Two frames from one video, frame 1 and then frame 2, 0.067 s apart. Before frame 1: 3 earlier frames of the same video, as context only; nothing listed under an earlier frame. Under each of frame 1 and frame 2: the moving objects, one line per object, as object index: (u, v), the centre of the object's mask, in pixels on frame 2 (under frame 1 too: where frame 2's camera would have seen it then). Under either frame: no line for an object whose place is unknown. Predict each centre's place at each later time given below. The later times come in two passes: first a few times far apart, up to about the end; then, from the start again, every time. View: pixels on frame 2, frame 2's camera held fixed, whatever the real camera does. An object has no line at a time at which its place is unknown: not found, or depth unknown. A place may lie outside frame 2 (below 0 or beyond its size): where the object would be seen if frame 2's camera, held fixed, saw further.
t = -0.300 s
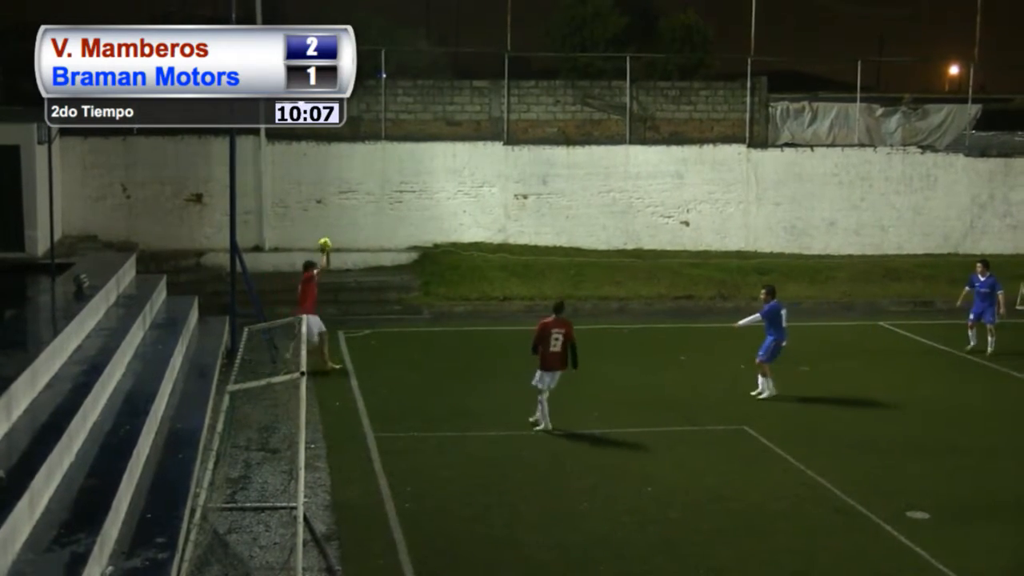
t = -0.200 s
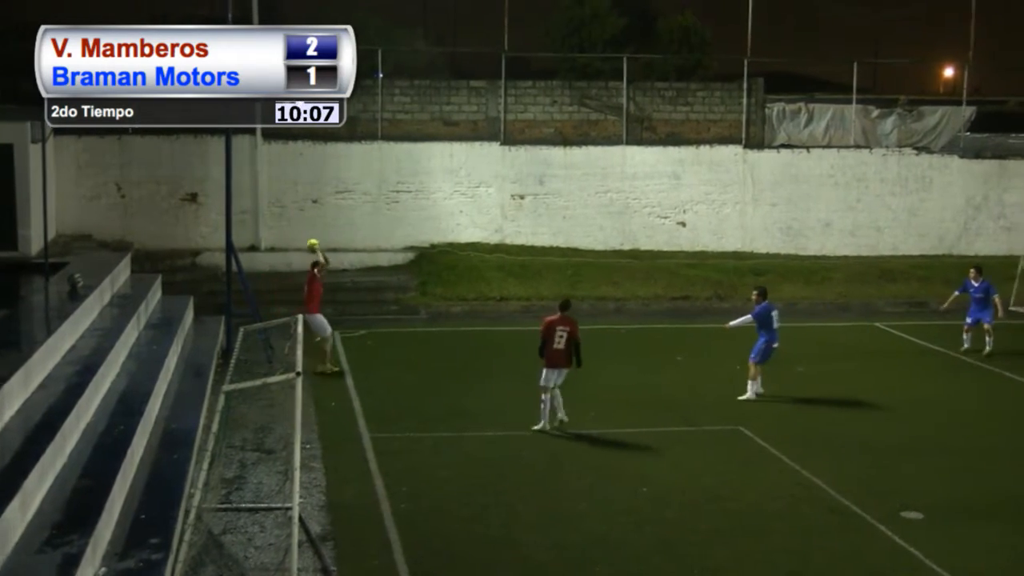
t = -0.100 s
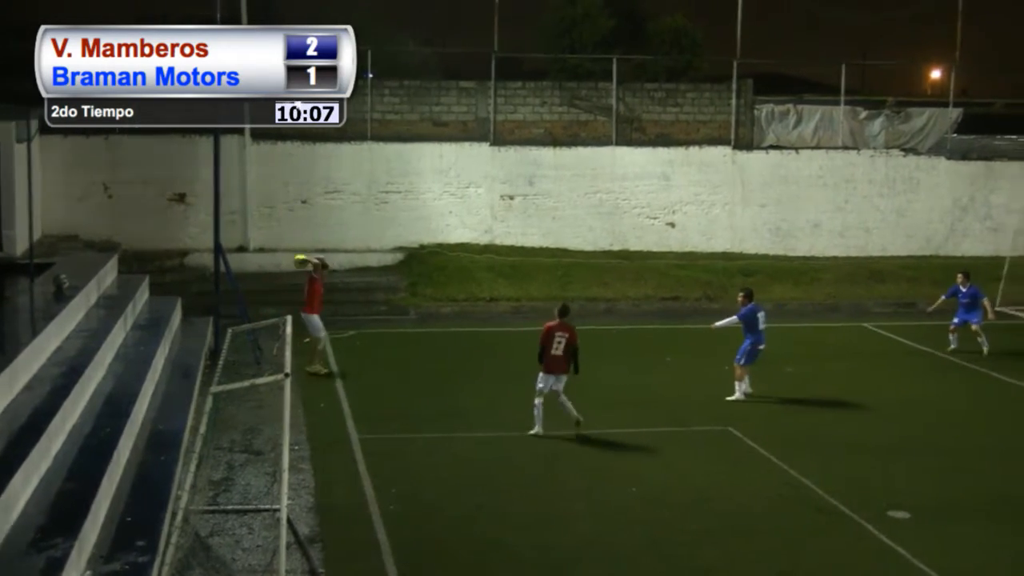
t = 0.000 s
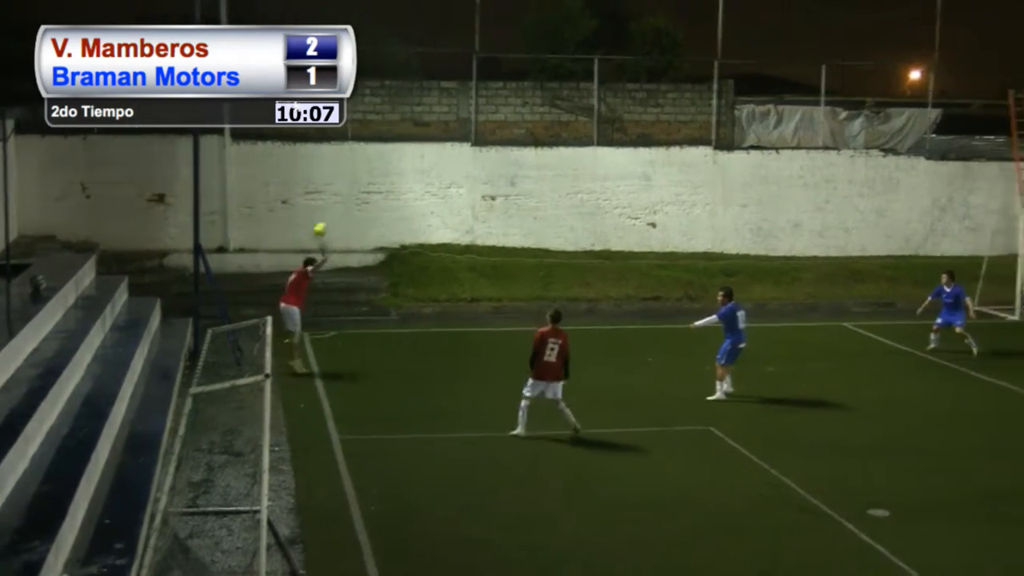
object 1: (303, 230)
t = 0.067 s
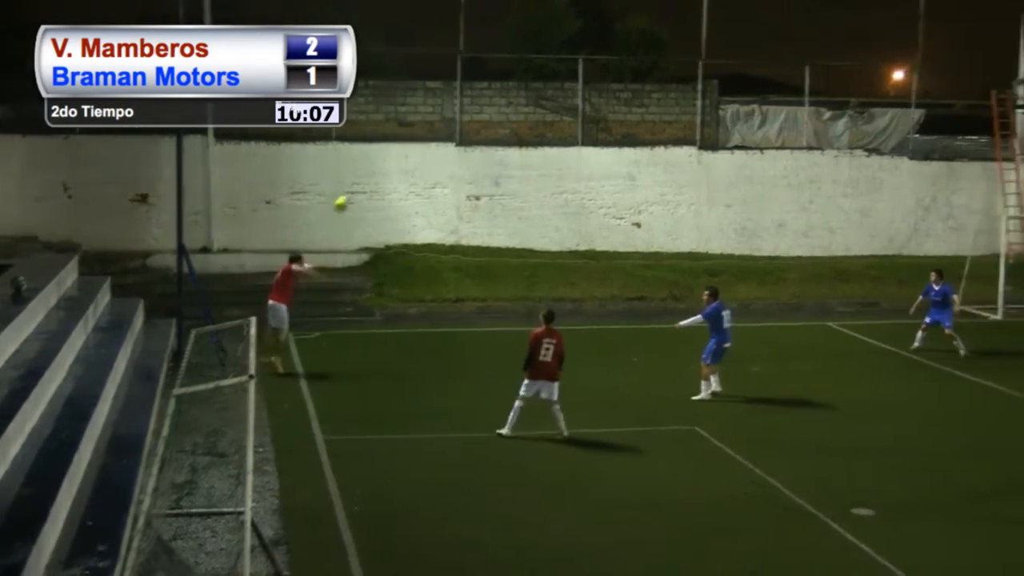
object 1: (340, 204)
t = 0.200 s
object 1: (414, 160)
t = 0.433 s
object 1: (538, 107)
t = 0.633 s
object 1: (641, 90)
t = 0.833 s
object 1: (741, 97)
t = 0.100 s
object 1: (359, 191)
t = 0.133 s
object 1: (377, 180)
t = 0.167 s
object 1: (395, 169)
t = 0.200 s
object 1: (414, 160)
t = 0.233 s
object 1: (432, 149)
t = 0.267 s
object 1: (450, 140)
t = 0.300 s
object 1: (467, 131)
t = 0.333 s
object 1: (485, 123)
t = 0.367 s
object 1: (503, 117)
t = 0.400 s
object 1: (520, 112)
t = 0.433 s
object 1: (538, 107)
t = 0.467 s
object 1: (555, 102)
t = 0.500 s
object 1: (573, 98)
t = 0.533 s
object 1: (590, 95)
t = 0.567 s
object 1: (608, 93)
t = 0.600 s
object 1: (624, 92)
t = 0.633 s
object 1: (641, 90)
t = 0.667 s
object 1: (658, 90)
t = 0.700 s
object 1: (675, 90)
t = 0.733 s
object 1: (691, 90)
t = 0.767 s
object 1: (708, 92)
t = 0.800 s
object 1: (726, 94)
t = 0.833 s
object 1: (741, 97)
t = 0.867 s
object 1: (755, 101)
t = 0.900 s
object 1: (769, 105)
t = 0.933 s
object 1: (784, 109)
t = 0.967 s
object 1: (797, 114)
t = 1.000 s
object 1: (811, 120)
